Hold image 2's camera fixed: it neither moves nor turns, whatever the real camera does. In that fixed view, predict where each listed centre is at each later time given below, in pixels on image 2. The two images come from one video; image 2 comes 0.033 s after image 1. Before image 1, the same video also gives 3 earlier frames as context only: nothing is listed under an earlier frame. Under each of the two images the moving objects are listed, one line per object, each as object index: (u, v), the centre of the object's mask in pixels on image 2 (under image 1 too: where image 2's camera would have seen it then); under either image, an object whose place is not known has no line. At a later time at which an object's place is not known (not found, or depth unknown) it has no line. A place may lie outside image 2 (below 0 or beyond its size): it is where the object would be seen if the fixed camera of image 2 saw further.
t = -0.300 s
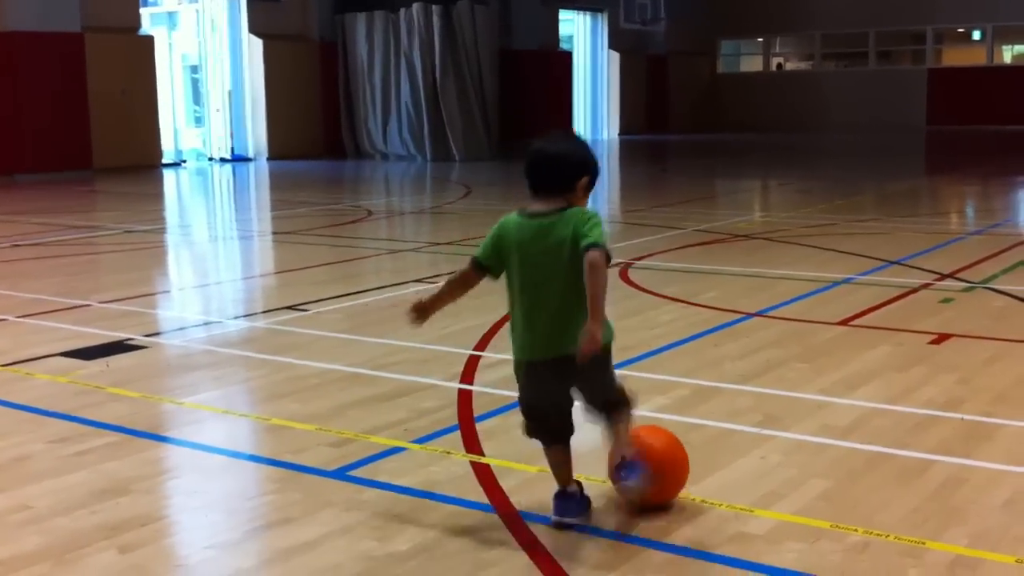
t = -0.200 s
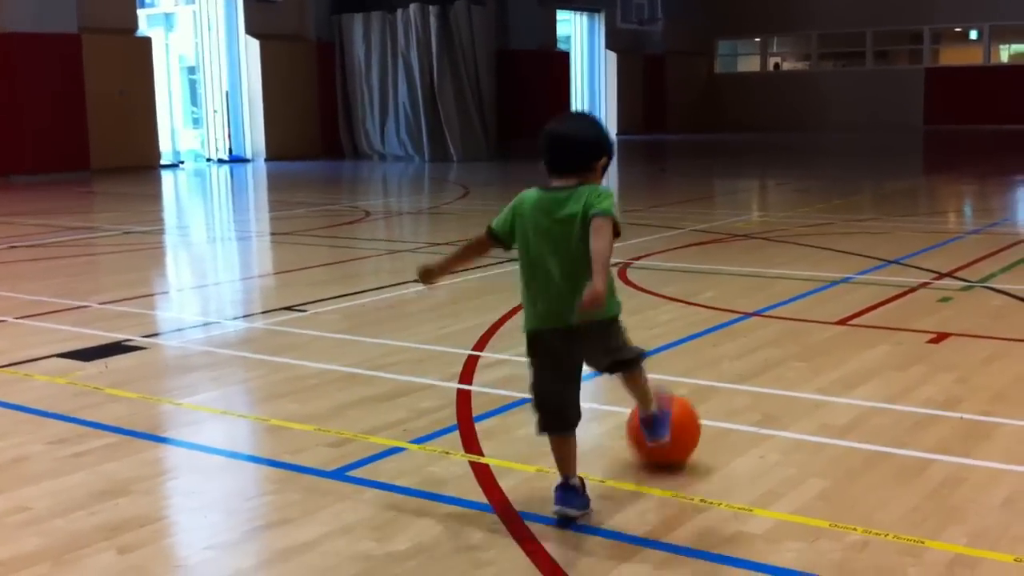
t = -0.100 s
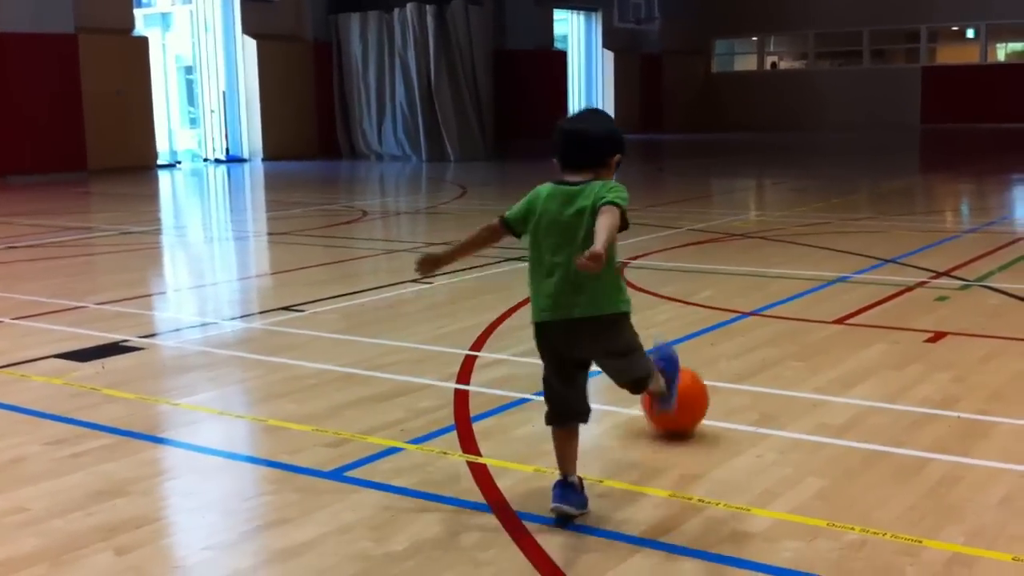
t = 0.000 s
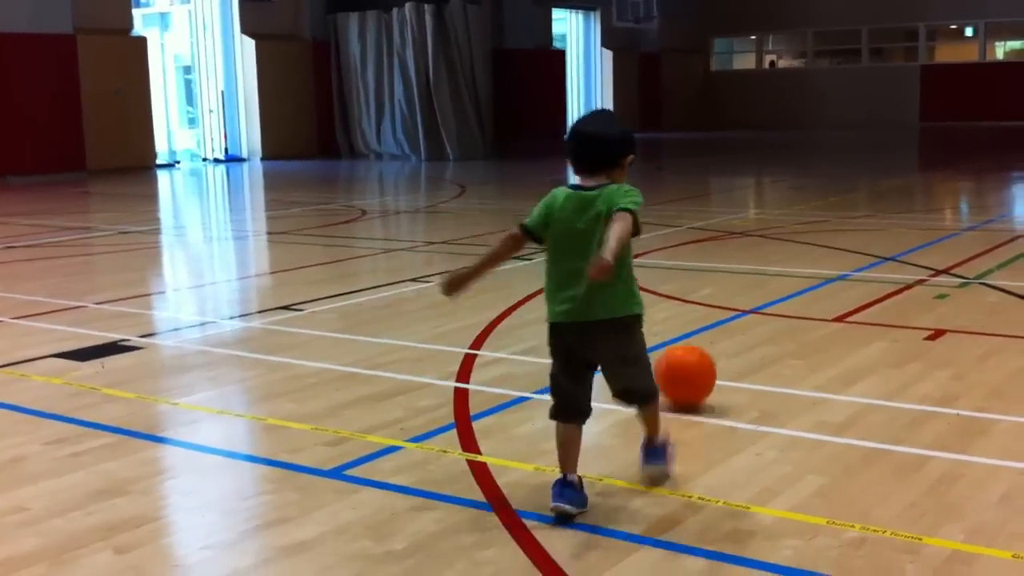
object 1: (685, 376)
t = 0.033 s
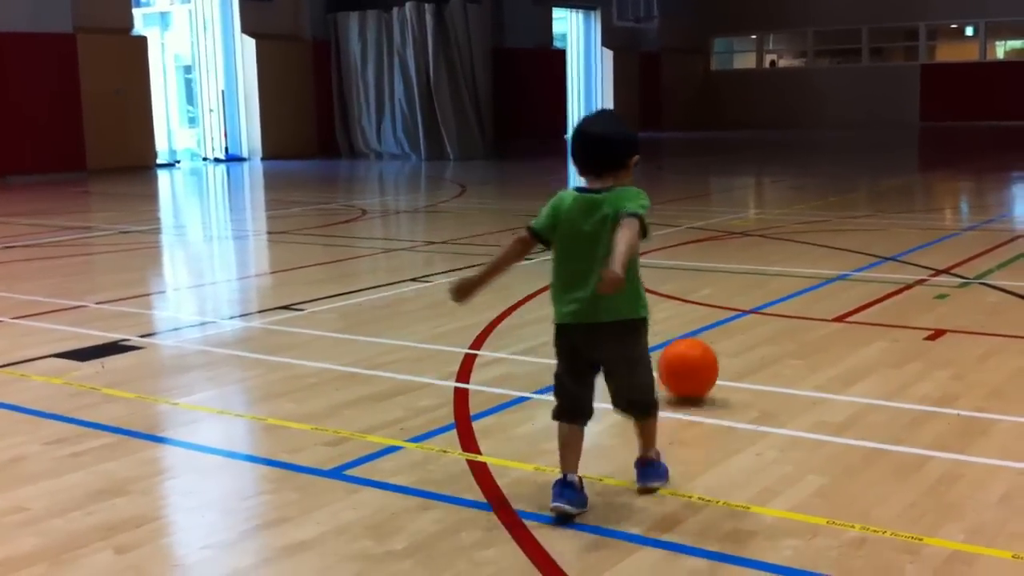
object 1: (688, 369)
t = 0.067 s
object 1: (691, 365)
